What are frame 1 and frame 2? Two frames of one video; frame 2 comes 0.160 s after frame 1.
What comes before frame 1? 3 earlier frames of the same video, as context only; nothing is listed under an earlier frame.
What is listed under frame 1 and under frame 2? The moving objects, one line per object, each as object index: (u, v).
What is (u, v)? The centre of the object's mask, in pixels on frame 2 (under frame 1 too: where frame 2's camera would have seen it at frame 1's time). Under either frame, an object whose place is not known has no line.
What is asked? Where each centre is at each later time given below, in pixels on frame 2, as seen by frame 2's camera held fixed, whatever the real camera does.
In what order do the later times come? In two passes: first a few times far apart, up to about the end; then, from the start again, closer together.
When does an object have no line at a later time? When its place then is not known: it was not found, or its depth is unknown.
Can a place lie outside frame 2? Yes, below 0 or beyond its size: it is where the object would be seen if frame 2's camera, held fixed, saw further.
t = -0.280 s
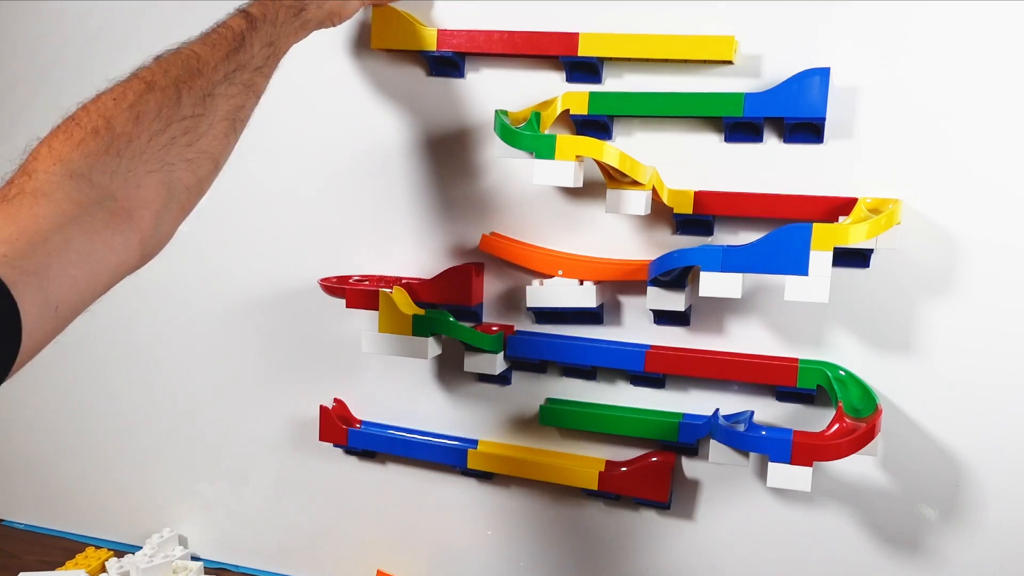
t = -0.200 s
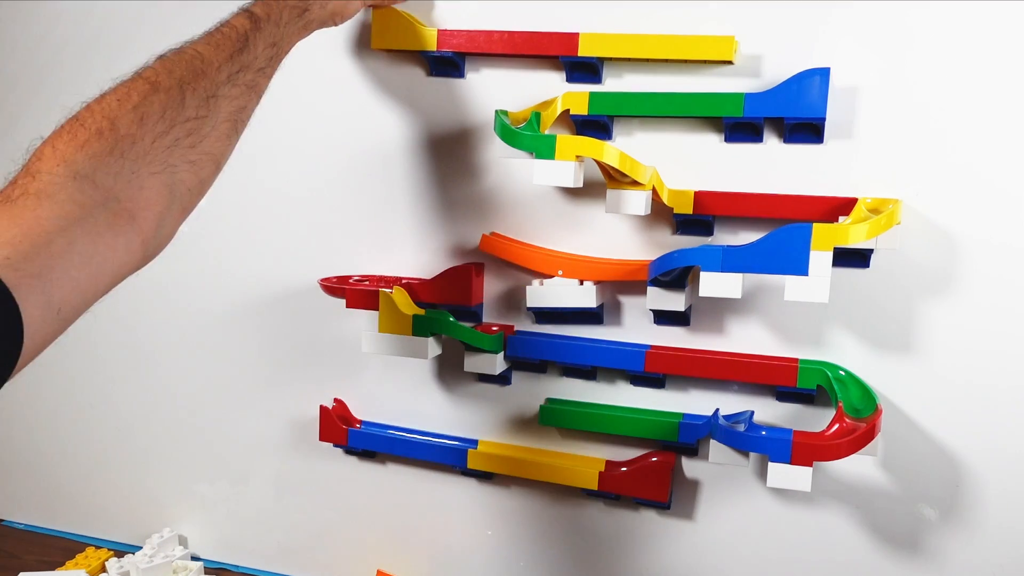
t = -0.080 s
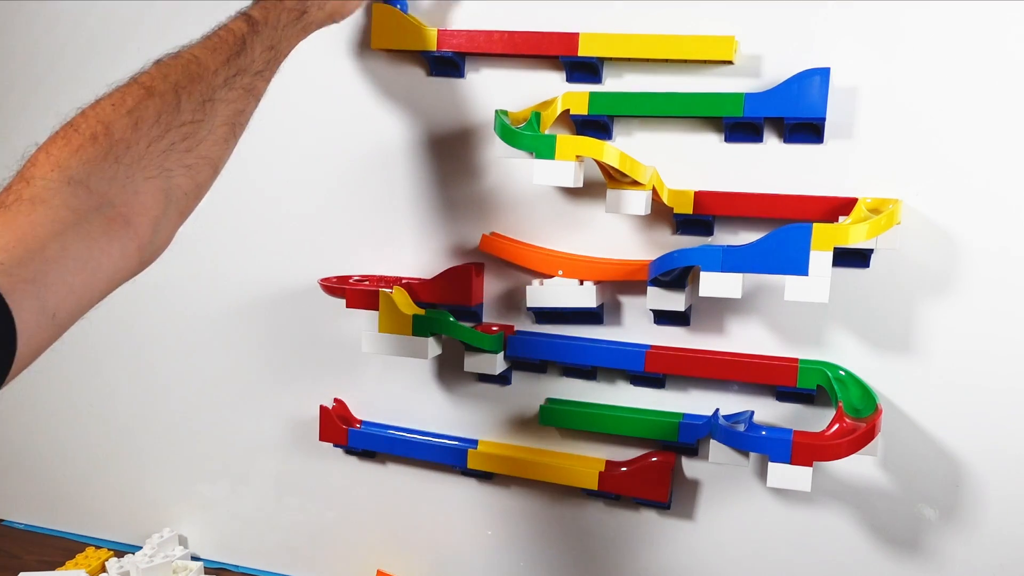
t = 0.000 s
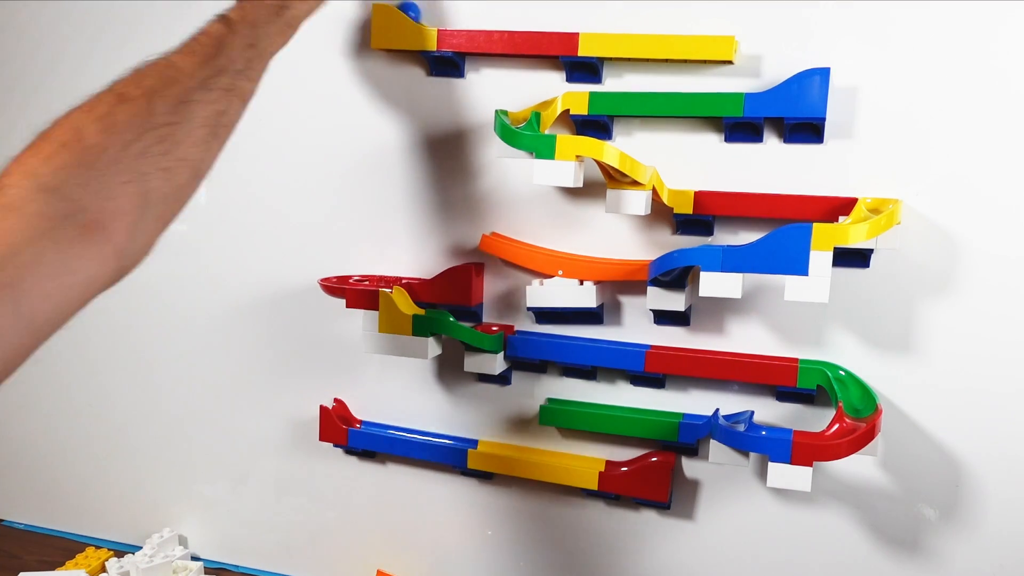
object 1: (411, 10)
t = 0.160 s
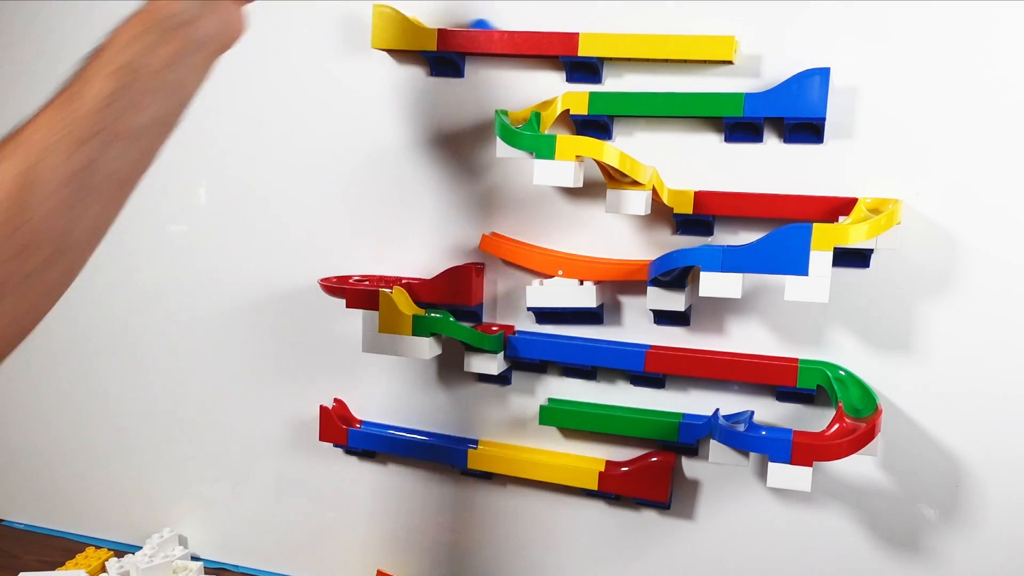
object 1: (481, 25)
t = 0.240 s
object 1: (525, 26)
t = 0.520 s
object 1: (698, 30)
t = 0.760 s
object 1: (770, 78)
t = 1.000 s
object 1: (732, 87)
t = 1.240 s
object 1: (689, 87)
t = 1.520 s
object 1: (641, 87)
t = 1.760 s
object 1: (607, 86)
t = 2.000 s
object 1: (577, 86)
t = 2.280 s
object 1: (525, 110)
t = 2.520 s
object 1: (563, 128)
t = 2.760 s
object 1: (651, 163)
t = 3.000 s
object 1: (786, 188)
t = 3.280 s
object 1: (879, 200)
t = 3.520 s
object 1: (761, 230)
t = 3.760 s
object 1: (661, 243)
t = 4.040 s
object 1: (591, 253)
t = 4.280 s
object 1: (549, 246)
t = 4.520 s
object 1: (553, 249)
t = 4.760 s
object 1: (548, 251)
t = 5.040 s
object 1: (464, 259)
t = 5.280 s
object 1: (342, 276)
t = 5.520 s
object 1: (380, 283)
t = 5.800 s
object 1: (487, 325)
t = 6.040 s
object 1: (554, 332)
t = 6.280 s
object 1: (626, 340)
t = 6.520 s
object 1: (702, 348)
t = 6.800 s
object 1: (790, 356)
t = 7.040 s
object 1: (858, 394)
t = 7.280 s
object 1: (799, 430)
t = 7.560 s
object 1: (734, 409)
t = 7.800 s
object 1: (621, 407)
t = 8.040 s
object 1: (507, 427)
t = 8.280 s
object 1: (438, 436)
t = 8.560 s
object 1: (376, 425)
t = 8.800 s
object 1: (354, 420)
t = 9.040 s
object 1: (385, 426)
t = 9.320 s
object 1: (434, 435)
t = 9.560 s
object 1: (484, 443)
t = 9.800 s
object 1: (541, 453)
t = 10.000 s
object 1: (594, 461)
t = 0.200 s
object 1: (503, 25)
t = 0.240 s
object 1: (525, 26)
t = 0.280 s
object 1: (548, 27)
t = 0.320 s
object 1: (572, 27)
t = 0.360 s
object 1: (596, 28)
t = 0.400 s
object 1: (620, 28)
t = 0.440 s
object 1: (646, 29)
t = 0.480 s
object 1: (672, 29)
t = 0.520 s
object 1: (698, 30)
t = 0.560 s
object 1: (727, 32)
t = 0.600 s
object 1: (752, 42)
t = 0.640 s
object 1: (778, 66)
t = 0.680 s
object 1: (785, 68)
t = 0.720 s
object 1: (780, 67)
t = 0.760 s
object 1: (770, 78)
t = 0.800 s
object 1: (762, 83)
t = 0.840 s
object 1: (760, 84)
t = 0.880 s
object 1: (754, 86)
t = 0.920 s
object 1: (747, 87)
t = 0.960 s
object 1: (740, 87)
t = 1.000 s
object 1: (732, 87)
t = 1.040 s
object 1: (725, 87)
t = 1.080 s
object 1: (717, 87)
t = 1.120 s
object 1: (710, 87)
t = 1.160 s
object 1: (703, 87)
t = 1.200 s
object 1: (696, 87)
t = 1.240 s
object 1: (689, 87)
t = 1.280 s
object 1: (682, 87)
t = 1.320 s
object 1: (675, 87)
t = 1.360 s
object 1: (668, 87)
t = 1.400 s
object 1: (661, 87)
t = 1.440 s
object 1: (654, 87)
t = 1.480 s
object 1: (647, 87)
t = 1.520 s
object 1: (641, 87)
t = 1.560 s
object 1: (635, 86)
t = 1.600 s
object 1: (629, 86)
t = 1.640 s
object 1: (623, 86)
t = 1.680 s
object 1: (617, 86)
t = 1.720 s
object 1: (612, 86)
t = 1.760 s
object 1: (607, 86)
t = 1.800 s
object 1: (601, 86)
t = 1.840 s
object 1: (596, 86)
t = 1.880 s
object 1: (591, 86)
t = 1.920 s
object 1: (586, 86)
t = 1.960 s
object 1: (582, 86)
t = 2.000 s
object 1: (577, 86)
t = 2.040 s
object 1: (573, 86)
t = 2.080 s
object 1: (568, 87)
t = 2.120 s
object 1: (561, 89)
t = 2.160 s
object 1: (553, 93)
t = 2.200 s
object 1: (544, 98)
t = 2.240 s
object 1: (534, 105)
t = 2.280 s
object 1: (525, 110)
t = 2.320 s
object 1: (520, 110)
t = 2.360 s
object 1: (516, 110)
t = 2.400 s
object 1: (515, 112)
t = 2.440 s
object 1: (521, 119)
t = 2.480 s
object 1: (537, 127)
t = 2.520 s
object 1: (563, 128)
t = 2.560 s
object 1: (589, 129)
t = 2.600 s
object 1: (611, 137)
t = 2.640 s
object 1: (632, 153)
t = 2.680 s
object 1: (637, 156)
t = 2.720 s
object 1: (641, 157)
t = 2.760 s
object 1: (651, 163)
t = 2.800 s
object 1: (673, 181)
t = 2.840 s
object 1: (693, 184)
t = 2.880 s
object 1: (715, 185)
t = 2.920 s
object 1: (738, 186)
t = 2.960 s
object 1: (762, 187)
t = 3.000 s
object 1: (786, 188)
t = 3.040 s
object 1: (810, 189)
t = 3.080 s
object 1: (834, 191)
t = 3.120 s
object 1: (860, 193)
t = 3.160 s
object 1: (876, 198)
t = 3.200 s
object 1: (879, 198)
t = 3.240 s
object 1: (880, 198)
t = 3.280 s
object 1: (879, 200)
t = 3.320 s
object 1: (875, 203)
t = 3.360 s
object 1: (864, 210)
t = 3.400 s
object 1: (844, 217)
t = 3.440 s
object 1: (818, 217)
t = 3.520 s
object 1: (761, 230)
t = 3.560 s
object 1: (724, 239)
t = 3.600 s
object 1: (691, 239)
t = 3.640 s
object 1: (666, 246)
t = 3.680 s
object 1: (660, 248)
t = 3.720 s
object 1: (664, 246)
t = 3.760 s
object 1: (661, 243)
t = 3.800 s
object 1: (654, 250)
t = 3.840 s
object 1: (646, 255)
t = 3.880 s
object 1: (637, 256)
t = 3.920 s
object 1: (626, 256)
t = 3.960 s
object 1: (614, 255)
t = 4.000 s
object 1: (602, 254)
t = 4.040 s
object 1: (591, 253)
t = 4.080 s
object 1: (581, 252)
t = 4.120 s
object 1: (571, 250)
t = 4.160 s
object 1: (564, 249)
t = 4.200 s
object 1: (557, 248)
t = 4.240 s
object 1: (552, 246)
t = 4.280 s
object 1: (549, 246)
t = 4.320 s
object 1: (547, 246)
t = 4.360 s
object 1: (546, 246)
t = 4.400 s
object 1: (547, 246)
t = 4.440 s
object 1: (548, 247)
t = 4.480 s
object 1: (551, 248)
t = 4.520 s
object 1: (553, 249)
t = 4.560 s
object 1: (556, 249)
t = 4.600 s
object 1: (557, 249)
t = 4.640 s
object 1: (557, 249)
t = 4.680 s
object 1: (556, 249)
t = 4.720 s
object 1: (553, 250)
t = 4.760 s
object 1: (548, 251)
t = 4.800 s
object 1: (542, 252)
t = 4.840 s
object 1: (532, 254)
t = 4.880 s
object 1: (521, 255)
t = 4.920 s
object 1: (509, 257)
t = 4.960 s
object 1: (495, 258)
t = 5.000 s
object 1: (479, 259)
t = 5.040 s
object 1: (464, 259)
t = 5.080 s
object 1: (446, 264)
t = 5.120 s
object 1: (426, 274)
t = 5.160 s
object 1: (408, 274)
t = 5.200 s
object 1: (384, 272)
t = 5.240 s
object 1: (360, 273)
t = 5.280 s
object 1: (342, 276)
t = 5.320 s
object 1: (335, 277)
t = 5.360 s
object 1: (335, 278)
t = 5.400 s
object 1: (342, 279)
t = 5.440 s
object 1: (355, 280)
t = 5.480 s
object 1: (367, 281)
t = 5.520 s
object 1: (380, 283)
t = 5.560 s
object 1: (393, 286)
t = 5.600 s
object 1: (408, 300)
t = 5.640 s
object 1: (426, 307)
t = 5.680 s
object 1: (447, 310)
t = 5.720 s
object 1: (467, 316)
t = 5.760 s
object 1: (482, 324)
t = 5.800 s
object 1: (487, 325)
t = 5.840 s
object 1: (494, 325)
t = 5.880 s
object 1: (511, 325)
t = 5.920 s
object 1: (522, 329)
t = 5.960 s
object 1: (532, 331)
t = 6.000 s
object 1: (544, 331)
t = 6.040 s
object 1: (554, 332)
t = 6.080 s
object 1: (566, 334)
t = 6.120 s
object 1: (578, 335)
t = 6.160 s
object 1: (589, 336)
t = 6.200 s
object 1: (601, 338)
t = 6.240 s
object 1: (613, 339)
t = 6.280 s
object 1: (626, 340)
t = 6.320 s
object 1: (638, 342)
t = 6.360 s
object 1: (651, 343)
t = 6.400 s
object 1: (664, 344)
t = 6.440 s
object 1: (676, 346)
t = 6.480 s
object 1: (689, 347)
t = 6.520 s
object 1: (702, 348)
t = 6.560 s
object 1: (715, 350)
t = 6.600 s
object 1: (728, 351)
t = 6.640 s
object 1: (740, 352)
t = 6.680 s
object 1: (753, 353)
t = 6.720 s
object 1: (765, 354)
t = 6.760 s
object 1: (778, 355)
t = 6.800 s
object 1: (790, 356)
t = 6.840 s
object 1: (802, 358)
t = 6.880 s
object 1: (814, 359)
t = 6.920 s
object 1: (828, 363)
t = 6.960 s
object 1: (840, 370)
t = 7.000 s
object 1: (851, 382)
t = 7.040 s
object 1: (858, 394)
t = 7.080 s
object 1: (859, 401)
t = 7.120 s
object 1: (860, 406)
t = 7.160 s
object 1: (859, 411)
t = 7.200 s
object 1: (847, 422)
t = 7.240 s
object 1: (825, 432)
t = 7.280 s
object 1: (799, 430)
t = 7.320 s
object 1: (777, 428)
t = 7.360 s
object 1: (754, 424)
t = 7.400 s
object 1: (739, 420)
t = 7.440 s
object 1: (731, 416)
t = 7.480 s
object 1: (733, 414)
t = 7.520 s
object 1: (735, 411)
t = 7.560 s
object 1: (734, 409)
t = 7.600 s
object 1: (725, 409)
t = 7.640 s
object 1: (703, 413)
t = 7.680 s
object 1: (684, 413)
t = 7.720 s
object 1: (663, 411)
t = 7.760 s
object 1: (641, 409)
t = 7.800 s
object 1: (621, 407)
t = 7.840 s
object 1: (603, 405)
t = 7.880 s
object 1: (582, 403)
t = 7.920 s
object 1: (563, 400)
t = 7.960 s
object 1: (544, 399)
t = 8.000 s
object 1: (525, 406)
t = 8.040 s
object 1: (507, 427)
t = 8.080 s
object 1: (490, 444)
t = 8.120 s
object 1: (480, 442)
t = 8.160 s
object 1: (469, 441)
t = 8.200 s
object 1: (460, 439)
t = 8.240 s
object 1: (449, 438)
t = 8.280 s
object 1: (438, 436)
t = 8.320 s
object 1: (428, 434)
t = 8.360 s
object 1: (419, 432)
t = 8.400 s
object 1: (409, 431)
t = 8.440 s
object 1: (400, 430)
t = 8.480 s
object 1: (390, 428)
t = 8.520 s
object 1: (382, 426)
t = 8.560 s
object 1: (376, 425)
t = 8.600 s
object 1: (370, 424)
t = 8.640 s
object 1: (364, 423)
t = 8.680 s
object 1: (359, 422)
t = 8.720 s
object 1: (353, 420)
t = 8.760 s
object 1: (352, 420)
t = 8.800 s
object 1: (354, 420)
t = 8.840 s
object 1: (358, 422)
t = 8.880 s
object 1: (363, 423)
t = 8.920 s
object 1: (368, 424)
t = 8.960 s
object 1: (373, 424)
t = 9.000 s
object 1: (379, 426)
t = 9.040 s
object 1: (385, 426)
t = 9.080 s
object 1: (391, 428)
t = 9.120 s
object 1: (397, 429)
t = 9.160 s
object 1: (405, 430)
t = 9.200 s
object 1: (411, 431)
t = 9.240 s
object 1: (419, 432)
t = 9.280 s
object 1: (426, 433)
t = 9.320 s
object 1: (434, 435)
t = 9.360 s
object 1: (442, 436)
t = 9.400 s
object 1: (450, 437)
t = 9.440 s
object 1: (459, 439)
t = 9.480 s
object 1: (467, 440)
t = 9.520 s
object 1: (476, 442)
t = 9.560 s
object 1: (484, 443)
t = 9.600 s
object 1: (493, 445)
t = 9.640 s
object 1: (502, 446)
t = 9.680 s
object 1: (512, 448)
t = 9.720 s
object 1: (522, 449)
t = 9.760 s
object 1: (531, 451)
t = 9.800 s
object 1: (541, 453)
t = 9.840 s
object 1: (552, 454)
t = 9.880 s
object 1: (562, 456)
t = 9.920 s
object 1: (573, 458)
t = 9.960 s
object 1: (583, 459)
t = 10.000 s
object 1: (594, 461)
